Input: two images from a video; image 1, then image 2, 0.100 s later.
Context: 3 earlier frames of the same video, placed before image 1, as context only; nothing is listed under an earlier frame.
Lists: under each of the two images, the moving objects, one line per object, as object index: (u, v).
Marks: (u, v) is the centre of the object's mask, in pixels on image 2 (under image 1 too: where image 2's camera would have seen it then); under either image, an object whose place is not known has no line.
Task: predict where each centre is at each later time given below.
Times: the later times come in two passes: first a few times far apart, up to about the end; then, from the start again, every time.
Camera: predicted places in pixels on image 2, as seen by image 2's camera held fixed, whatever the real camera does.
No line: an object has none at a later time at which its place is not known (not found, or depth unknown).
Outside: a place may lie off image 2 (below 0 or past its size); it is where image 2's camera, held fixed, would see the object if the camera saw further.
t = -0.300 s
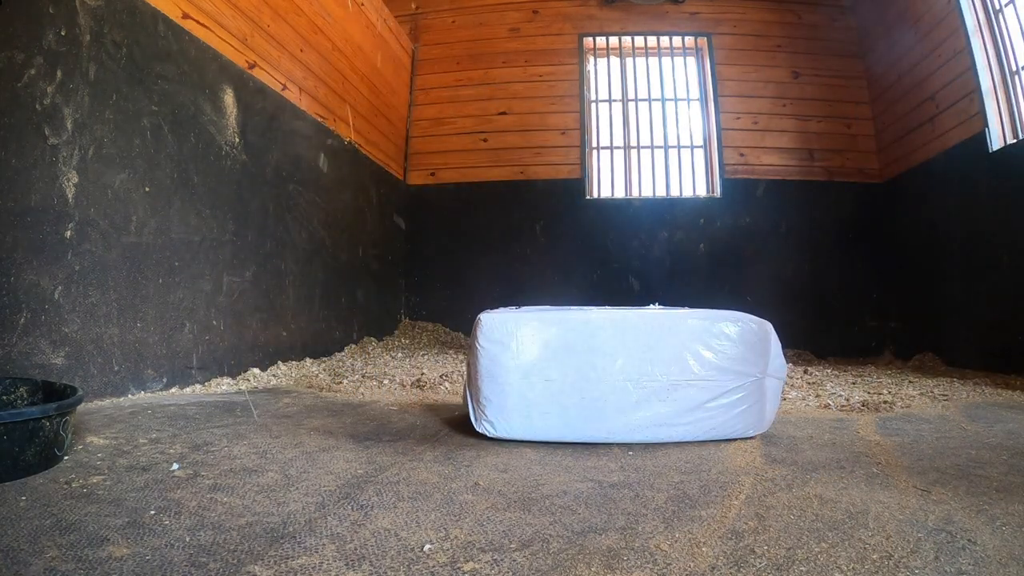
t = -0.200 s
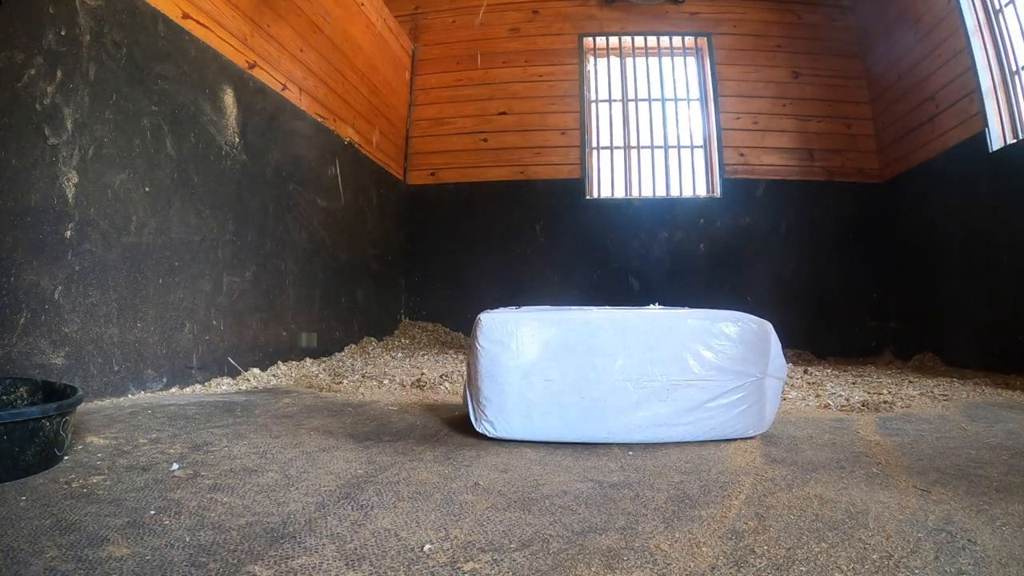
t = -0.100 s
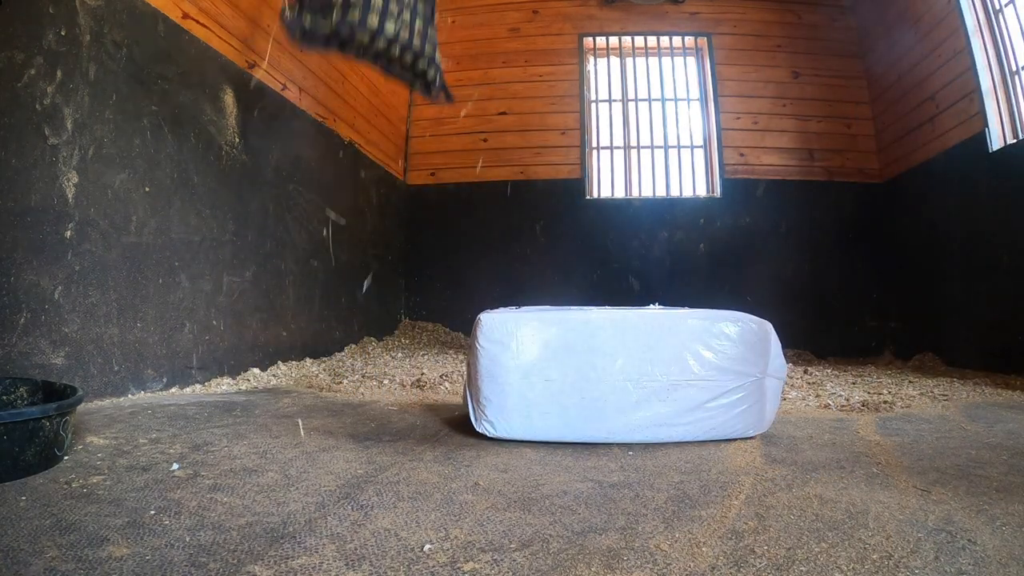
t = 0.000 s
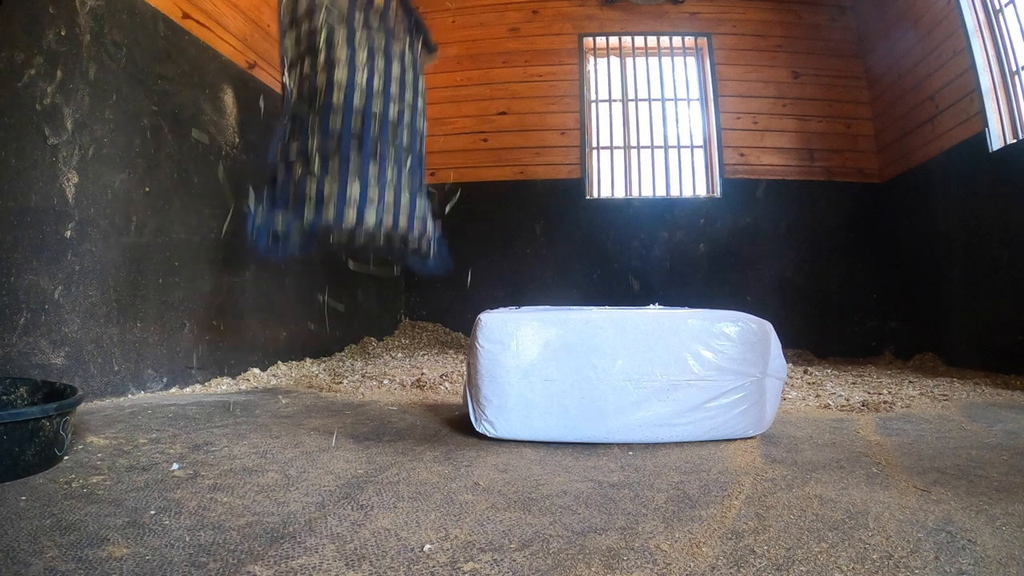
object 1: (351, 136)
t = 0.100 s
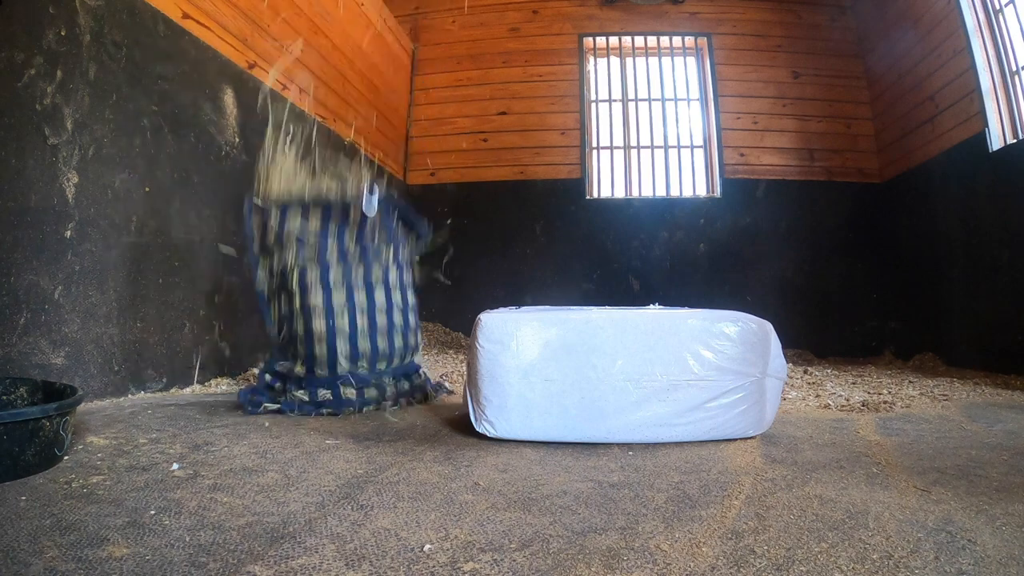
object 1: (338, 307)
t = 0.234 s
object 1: (318, 279)
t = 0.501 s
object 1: (271, 266)
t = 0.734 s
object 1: (226, 298)
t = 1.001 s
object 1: (170, 311)
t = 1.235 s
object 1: (171, 311)
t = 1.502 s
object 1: (170, 310)
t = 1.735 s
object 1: (170, 310)
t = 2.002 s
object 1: (170, 310)
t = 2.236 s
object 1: (170, 310)
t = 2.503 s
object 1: (170, 310)
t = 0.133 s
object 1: (331, 333)
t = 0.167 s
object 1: (328, 316)
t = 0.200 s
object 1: (323, 295)
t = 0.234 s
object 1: (318, 279)
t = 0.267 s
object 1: (313, 269)
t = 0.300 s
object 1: (308, 262)
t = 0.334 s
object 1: (302, 254)
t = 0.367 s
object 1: (296, 250)
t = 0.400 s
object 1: (290, 249)
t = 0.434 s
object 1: (284, 252)
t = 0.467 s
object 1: (277, 258)
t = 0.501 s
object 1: (271, 266)
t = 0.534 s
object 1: (263, 276)
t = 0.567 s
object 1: (257, 286)
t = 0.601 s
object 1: (251, 295)
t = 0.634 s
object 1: (247, 301)
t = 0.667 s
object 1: (241, 303)
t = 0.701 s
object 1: (234, 300)
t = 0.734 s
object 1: (226, 298)
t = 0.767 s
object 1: (219, 297)
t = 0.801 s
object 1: (212, 297)
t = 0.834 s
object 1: (203, 299)
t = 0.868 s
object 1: (197, 302)
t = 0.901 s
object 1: (192, 305)
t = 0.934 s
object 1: (186, 307)
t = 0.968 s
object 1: (179, 310)
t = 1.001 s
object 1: (170, 311)
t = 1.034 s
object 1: (168, 310)
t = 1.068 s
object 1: (167, 308)
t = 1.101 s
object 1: (165, 307)
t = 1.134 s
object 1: (167, 307)
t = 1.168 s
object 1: (169, 309)
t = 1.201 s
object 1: (170, 310)
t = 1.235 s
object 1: (171, 311)
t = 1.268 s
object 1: (171, 310)
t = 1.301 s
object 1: (171, 310)
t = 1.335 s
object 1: (171, 310)
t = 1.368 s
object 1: (171, 310)
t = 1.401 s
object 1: (170, 310)
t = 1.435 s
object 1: (170, 310)
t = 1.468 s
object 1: (170, 310)
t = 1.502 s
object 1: (170, 310)
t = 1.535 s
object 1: (170, 310)
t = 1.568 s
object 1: (170, 310)
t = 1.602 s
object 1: (170, 310)
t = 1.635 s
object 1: (170, 310)
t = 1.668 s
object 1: (170, 310)
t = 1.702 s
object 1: (170, 310)
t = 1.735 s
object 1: (170, 310)
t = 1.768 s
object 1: (170, 310)
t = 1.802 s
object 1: (170, 310)
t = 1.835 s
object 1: (170, 310)
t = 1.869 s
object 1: (170, 310)
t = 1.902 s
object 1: (170, 310)
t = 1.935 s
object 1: (170, 310)
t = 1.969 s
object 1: (170, 310)
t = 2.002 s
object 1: (170, 310)
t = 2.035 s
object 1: (170, 310)
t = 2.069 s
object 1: (170, 310)
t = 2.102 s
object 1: (170, 310)
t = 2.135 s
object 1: (170, 310)
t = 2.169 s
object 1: (170, 310)
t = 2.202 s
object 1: (170, 310)
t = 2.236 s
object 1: (170, 310)
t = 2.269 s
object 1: (170, 310)
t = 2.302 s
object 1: (170, 310)
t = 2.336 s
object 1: (170, 310)
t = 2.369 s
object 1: (170, 310)
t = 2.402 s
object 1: (170, 310)
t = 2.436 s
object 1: (170, 310)
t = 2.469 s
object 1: (170, 310)
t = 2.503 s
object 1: (170, 310)
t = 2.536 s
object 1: (170, 310)
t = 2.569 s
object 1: (170, 310)
